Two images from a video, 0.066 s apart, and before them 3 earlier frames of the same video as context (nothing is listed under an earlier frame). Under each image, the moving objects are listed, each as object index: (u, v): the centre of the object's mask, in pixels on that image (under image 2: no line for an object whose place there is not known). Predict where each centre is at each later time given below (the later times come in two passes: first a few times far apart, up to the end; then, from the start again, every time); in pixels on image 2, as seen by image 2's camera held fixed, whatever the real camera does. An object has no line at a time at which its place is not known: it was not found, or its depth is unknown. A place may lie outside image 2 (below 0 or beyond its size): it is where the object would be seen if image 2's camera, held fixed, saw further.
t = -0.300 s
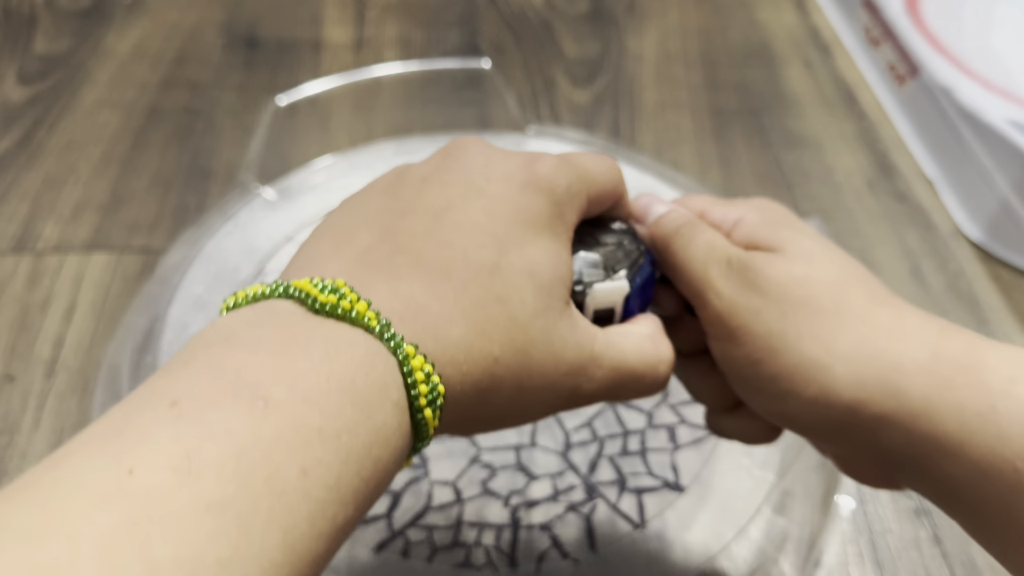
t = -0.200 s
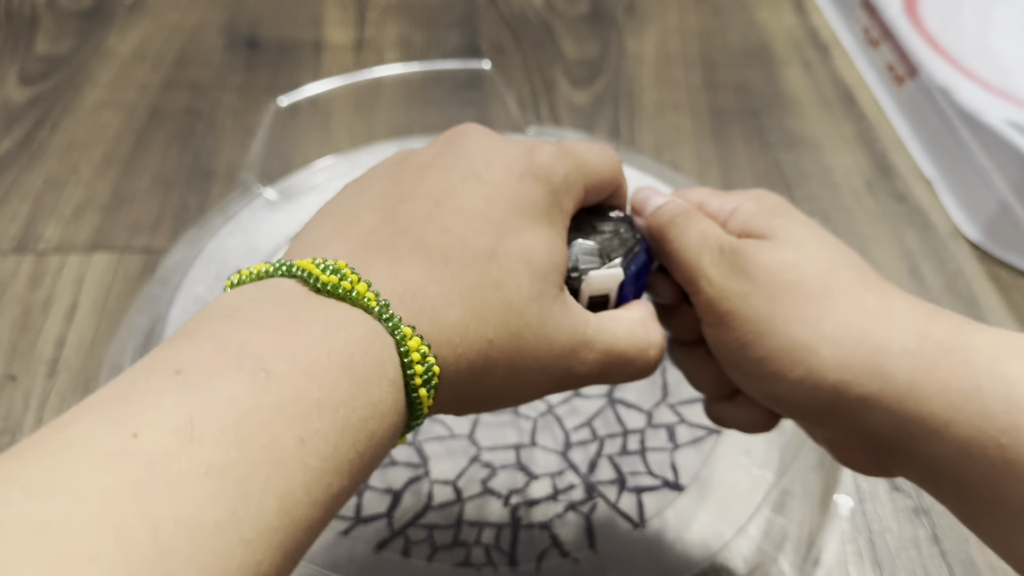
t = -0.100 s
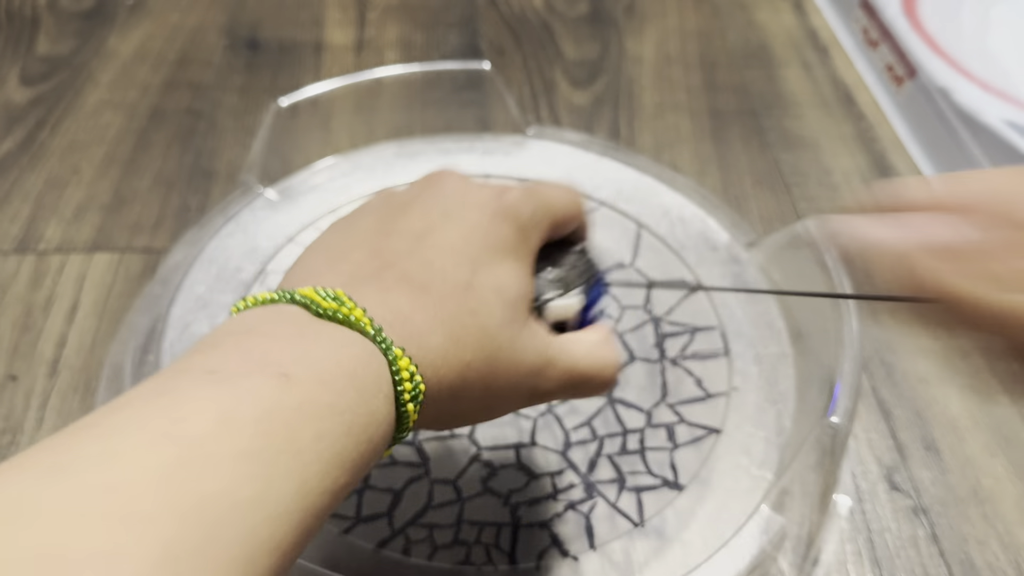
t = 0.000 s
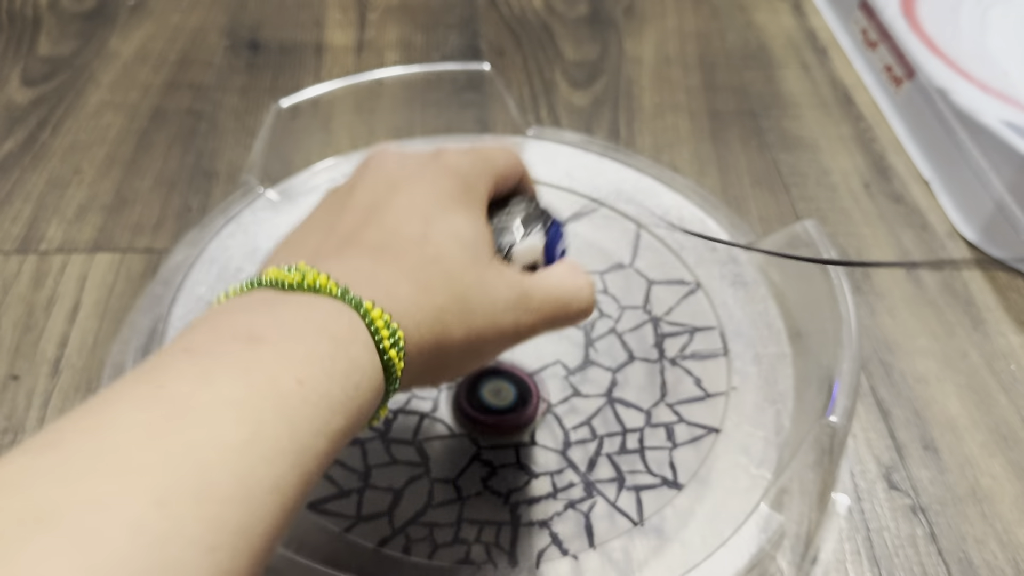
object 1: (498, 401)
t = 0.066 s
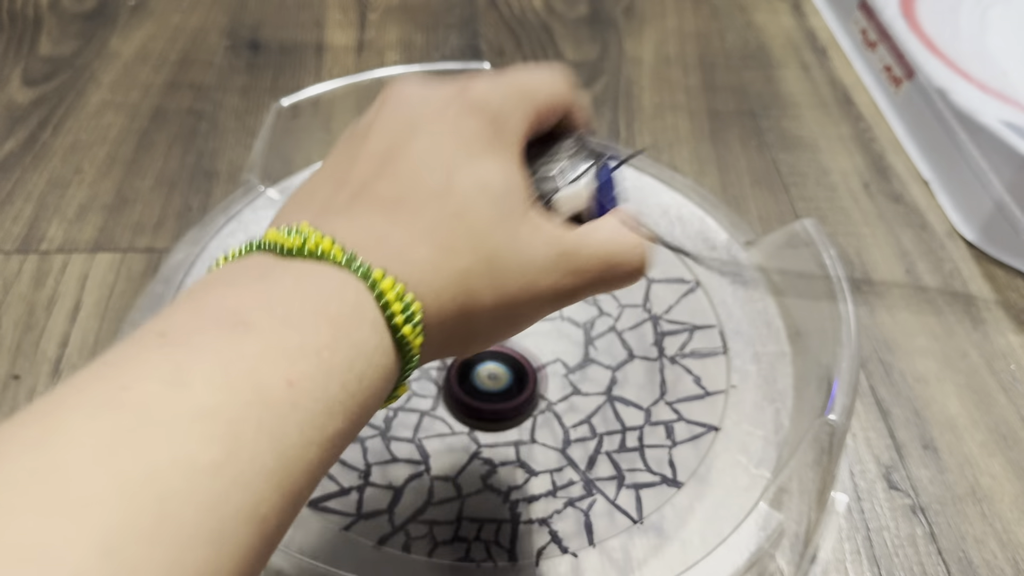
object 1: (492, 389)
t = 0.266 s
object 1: (485, 437)
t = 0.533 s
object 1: (512, 347)
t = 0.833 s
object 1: (398, 309)
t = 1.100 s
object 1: (375, 384)
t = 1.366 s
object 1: (505, 359)
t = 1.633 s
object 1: (488, 268)
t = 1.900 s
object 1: (392, 260)
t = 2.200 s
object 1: (438, 355)
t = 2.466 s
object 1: (562, 336)
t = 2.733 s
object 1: (558, 266)
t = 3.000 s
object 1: (467, 288)
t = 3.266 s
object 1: (478, 378)
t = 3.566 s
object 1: (588, 383)
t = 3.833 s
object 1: (544, 315)
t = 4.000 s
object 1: (469, 321)
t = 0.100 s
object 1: (486, 400)
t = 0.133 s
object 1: (481, 427)
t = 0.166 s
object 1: (478, 448)
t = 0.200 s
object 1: (481, 434)
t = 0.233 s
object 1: (482, 432)
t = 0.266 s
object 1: (485, 437)
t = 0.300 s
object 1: (492, 421)
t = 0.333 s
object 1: (496, 417)
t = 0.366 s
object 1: (502, 403)
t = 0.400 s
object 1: (511, 394)
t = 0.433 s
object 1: (516, 382)
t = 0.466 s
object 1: (517, 370)
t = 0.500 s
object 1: (516, 358)
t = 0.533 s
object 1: (512, 347)
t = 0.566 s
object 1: (505, 337)
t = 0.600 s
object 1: (496, 327)
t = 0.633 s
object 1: (484, 320)
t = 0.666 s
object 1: (470, 315)
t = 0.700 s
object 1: (455, 309)
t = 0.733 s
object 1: (441, 307)
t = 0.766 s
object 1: (426, 306)
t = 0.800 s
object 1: (412, 306)
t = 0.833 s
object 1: (398, 309)
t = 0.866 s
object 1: (385, 313)
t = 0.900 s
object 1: (373, 320)
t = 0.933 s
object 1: (365, 328)
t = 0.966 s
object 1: (358, 337)
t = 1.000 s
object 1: (354, 348)
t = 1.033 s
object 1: (357, 360)
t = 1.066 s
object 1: (363, 373)
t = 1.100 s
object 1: (375, 384)
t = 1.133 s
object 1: (391, 391)
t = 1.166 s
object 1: (409, 397)
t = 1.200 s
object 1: (429, 400)
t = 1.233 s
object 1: (448, 397)
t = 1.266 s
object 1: (466, 389)
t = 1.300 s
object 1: (482, 381)
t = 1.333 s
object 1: (495, 371)
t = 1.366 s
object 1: (505, 359)
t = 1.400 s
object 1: (511, 347)
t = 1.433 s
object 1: (514, 335)
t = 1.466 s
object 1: (516, 322)
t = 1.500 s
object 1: (515, 310)
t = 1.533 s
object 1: (511, 298)
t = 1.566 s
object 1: (506, 287)
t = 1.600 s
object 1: (498, 276)
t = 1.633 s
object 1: (488, 268)
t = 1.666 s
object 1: (478, 260)
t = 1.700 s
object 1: (466, 255)
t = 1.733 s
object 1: (453, 250)
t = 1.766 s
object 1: (440, 248)
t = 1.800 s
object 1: (426, 248)
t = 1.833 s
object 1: (412, 252)
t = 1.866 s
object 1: (399, 256)
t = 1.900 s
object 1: (392, 260)
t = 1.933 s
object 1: (388, 267)
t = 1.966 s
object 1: (385, 278)
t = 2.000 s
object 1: (384, 290)
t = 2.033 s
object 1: (385, 304)
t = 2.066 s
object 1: (390, 316)
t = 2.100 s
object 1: (399, 328)
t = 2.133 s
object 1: (410, 339)
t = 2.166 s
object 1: (423, 348)
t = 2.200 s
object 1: (438, 355)
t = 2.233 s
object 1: (455, 360)
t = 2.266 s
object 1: (473, 363)
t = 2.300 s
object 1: (489, 363)
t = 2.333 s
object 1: (507, 361)
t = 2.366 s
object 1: (523, 357)
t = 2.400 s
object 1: (538, 351)
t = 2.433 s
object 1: (550, 345)
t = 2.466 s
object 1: (562, 336)
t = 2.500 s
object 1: (568, 327)
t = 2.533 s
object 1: (575, 318)
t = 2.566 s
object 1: (579, 308)
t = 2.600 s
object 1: (579, 298)
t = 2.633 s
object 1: (577, 289)
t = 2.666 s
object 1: (573, 280)
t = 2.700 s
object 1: (566, 272)
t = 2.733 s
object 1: (558, 266)
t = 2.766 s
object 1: (548, 261)
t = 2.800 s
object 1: (535, 259)
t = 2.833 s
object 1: (523, 258)
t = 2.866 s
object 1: (511, 260)
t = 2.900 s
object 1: (497, 264)
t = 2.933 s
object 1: (486, 271)
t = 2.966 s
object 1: (475, 278)
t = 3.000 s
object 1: (467, 288)
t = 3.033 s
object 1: (460, 298)
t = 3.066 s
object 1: (455, 310)
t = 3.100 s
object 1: (454, 322)
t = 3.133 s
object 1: (454, 334)
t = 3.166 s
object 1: (456, 346)
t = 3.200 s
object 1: (461, 357)
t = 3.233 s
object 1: (469, 368)
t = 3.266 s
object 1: (478, 378)
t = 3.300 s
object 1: (488, 386)
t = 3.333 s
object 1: (500, 393)
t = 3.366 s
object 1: (512, 397)
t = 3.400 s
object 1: (527, 400)
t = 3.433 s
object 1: (541, 401)
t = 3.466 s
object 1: (555, 400)
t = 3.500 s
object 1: (568, 396)
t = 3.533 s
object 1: (579, 390)
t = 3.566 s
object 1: (588, 383)
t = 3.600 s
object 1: (594, 373)
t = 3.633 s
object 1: (596, 363)
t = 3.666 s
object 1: (596, 353)
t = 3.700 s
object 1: (591, 343)
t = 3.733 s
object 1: (583, 333)
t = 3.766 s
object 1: (572, 325)
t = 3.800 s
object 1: (557, 319)
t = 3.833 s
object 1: (544, 315)
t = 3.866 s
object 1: (528, 313)
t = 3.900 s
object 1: (514, 313)
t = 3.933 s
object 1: (499, 314)
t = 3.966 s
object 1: (484, 316)
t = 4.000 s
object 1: (469, 321)
